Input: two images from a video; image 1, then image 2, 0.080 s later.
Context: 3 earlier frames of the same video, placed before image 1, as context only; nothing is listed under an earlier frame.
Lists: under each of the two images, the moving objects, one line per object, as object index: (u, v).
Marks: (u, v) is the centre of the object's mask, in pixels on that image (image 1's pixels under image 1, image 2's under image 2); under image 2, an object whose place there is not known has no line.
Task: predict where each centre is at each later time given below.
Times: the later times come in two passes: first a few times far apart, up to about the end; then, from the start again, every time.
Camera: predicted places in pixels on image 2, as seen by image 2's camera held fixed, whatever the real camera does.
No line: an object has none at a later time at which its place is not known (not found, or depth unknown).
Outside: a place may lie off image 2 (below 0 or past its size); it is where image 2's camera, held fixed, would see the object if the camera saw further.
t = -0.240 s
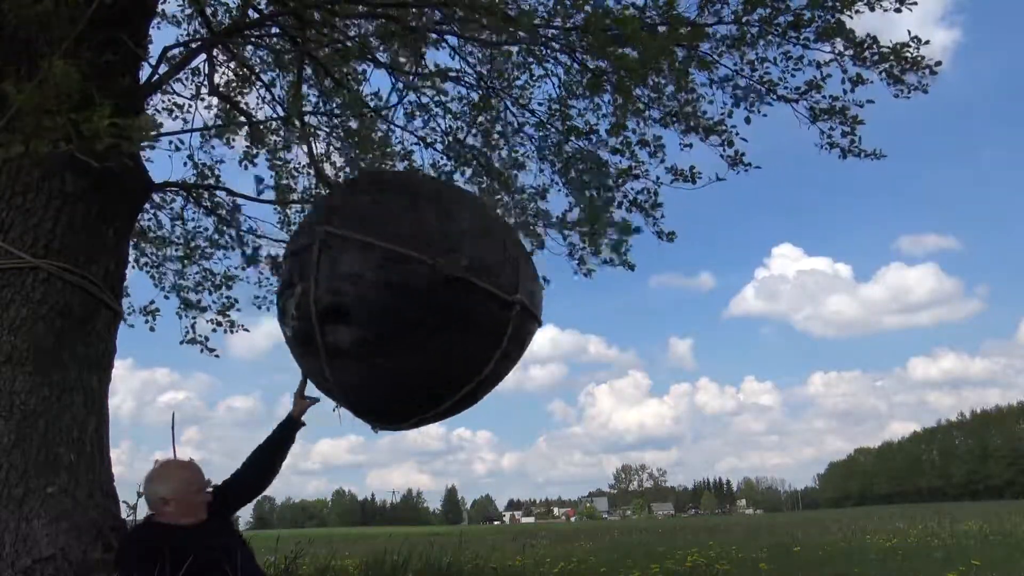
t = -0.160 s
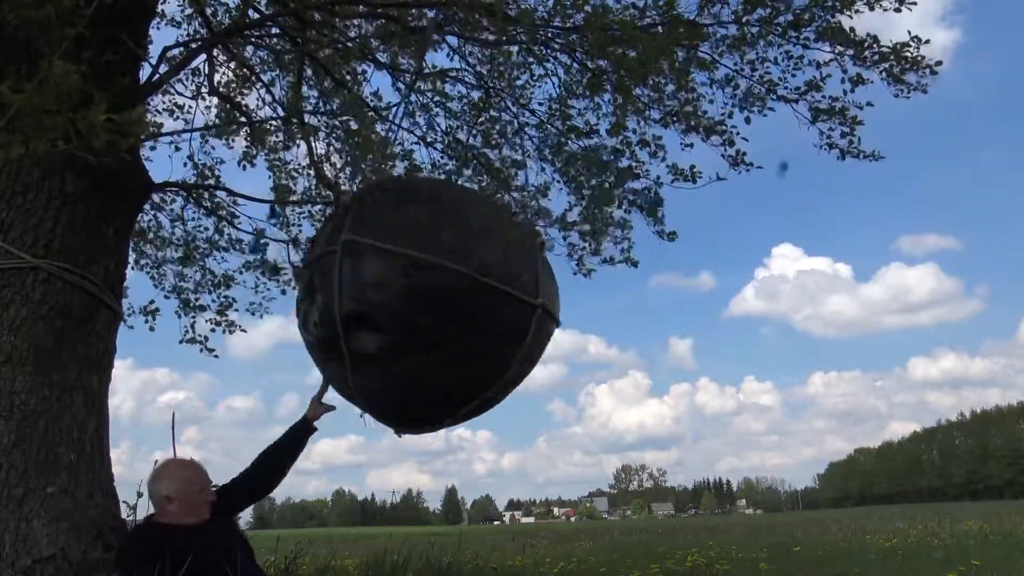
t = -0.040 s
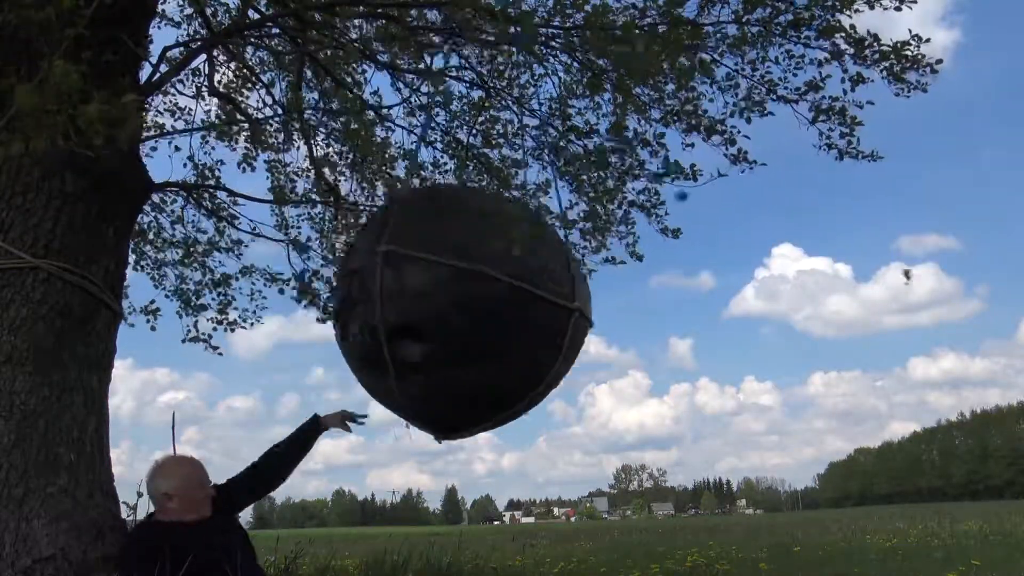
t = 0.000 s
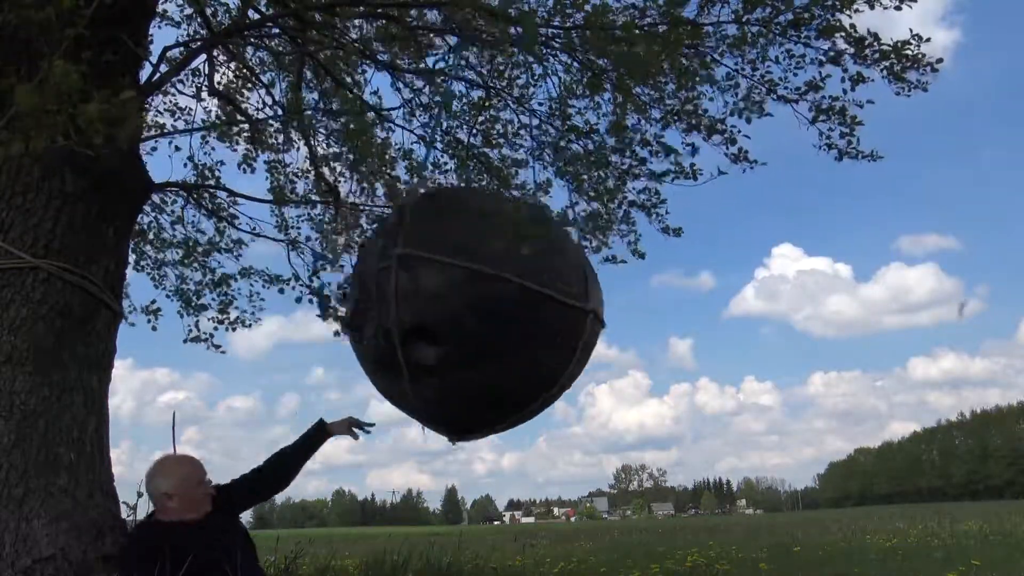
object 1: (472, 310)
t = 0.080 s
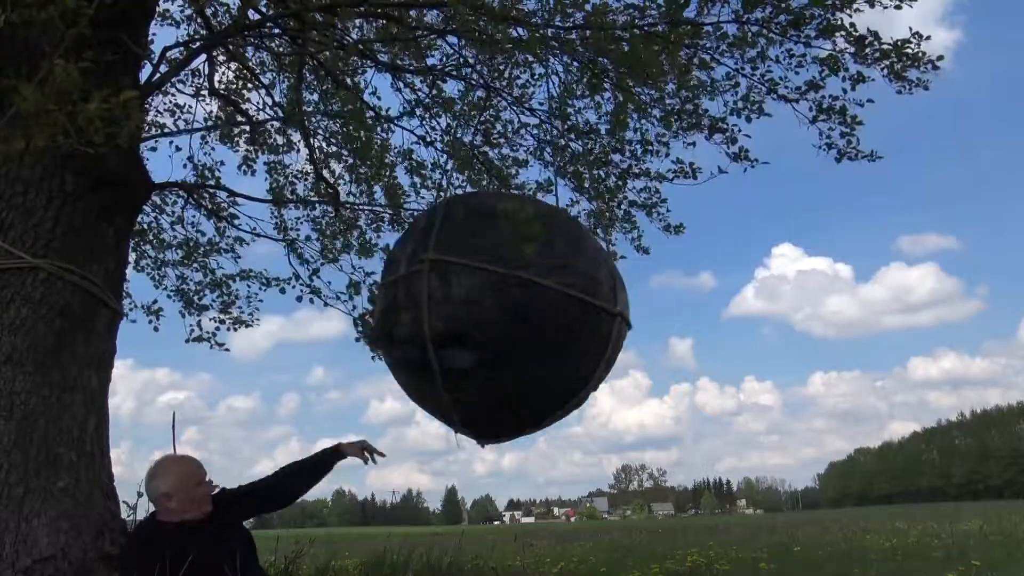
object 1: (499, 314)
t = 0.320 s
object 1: (588, 320)
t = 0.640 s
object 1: (709, 315)
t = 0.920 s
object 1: (800, 299)
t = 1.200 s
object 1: (863, 282)
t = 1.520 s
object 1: (894, 271)
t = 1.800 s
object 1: (879, 272)
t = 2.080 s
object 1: (824, 281)
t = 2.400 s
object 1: (716, 292)
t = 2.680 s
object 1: (603, 295)
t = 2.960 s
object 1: (497, 291)
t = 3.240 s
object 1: (424, 288)
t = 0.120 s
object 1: (513, 316)
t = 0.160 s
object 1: (528, 317)
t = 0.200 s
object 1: (542, 317)
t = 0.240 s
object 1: (557, 318)
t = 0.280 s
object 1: (572, 319)
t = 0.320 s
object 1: (588, 320)
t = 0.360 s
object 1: (603, 319)
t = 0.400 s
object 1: (619, 320)
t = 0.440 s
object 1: (633, 321)
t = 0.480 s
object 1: (649, 319)
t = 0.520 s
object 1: (664, 319)
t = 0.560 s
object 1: (679, 318)
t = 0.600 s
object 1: (694, 316)
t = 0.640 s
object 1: (709, 315)
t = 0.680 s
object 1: (724, 313)
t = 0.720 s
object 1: (737, 311)
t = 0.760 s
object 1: (751, 309)
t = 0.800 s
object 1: (764, 306)
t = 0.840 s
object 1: (777, 304)
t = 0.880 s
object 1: (789, 301)
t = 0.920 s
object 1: (800, 299)
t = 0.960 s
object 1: (811, 297)
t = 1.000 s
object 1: (821, 294)
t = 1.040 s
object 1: (831, 292)
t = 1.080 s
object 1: (840, 289)
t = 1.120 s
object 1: (848, 287)
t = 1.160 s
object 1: (856, 285)
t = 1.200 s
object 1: (863, 282)
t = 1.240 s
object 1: (869, 280)
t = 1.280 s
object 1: (875, 278)
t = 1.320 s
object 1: (881, 277)
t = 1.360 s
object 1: (885, 275)
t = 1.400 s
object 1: (889, 274)
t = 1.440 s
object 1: (892, 272)
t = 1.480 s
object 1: (893, 271)
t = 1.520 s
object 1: (894, 271)
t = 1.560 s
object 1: (894, 270)
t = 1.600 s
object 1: (894, 270)
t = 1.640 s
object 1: (893, 270)
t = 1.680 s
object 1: (891, 270)
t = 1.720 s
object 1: (888, 271)
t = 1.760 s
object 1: (884, 271)
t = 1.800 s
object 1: (879, 272)
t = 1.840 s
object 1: (873, 273)
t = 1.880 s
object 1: (867, 274)
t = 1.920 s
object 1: (860, 275)
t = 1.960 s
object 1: (852, 277)
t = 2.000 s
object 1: (843, 278)
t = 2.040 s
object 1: (834, 279)
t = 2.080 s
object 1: (824, 281)
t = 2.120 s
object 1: (812, 282)
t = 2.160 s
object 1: (800, 284)
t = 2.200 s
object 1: (788, 286)
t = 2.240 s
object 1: (775, 287)
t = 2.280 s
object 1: (761, 288)
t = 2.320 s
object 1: (746, 290)
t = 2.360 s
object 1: (731, 291)
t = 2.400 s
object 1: (716, 292)
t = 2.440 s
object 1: (700, 293)
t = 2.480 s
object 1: (684, 294)
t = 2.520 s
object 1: (668, 295)
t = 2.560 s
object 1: (652, 295)
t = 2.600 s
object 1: (635, 295)
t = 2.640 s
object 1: (619, 295)
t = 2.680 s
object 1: (603, 295)
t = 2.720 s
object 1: (586, 295)
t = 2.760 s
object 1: (570, 294)
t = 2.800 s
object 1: (555, 293)
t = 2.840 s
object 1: (540, 293)
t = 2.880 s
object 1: (526, 293)
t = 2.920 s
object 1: (511, 293)
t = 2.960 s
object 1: (497, 291)
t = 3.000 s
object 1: (485, 290)
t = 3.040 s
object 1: (472, 290)
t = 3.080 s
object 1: (461, 290)
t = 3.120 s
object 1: (451, 289)
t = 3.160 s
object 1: (440, 289)
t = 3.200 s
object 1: (431, 288)
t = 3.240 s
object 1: (424, 288)
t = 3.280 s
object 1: (416, 288)
